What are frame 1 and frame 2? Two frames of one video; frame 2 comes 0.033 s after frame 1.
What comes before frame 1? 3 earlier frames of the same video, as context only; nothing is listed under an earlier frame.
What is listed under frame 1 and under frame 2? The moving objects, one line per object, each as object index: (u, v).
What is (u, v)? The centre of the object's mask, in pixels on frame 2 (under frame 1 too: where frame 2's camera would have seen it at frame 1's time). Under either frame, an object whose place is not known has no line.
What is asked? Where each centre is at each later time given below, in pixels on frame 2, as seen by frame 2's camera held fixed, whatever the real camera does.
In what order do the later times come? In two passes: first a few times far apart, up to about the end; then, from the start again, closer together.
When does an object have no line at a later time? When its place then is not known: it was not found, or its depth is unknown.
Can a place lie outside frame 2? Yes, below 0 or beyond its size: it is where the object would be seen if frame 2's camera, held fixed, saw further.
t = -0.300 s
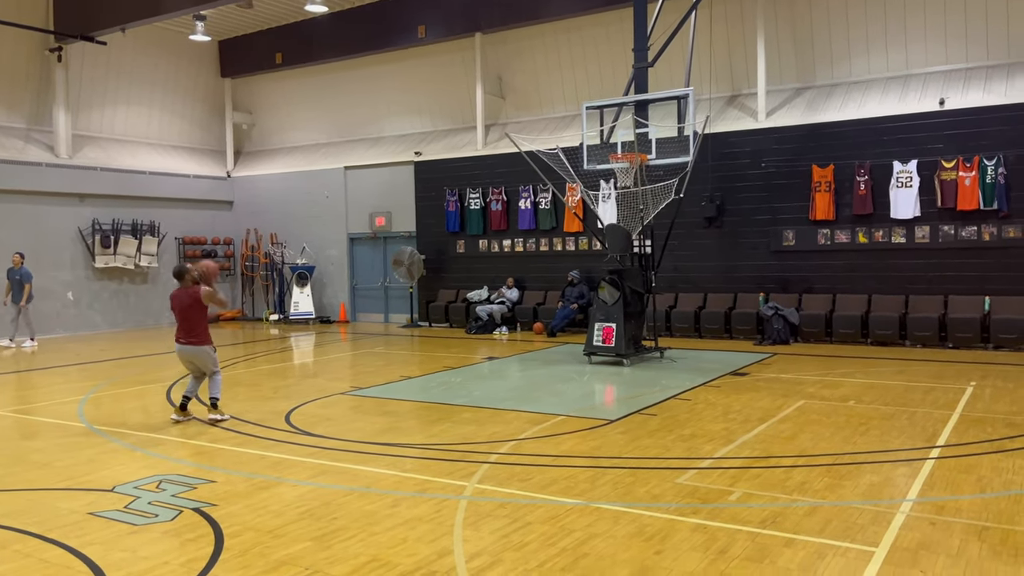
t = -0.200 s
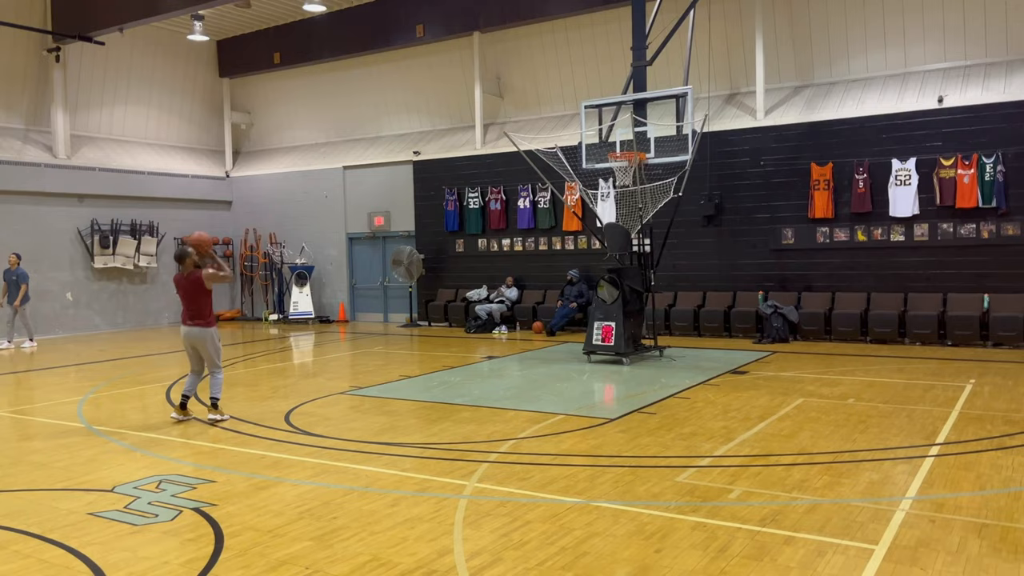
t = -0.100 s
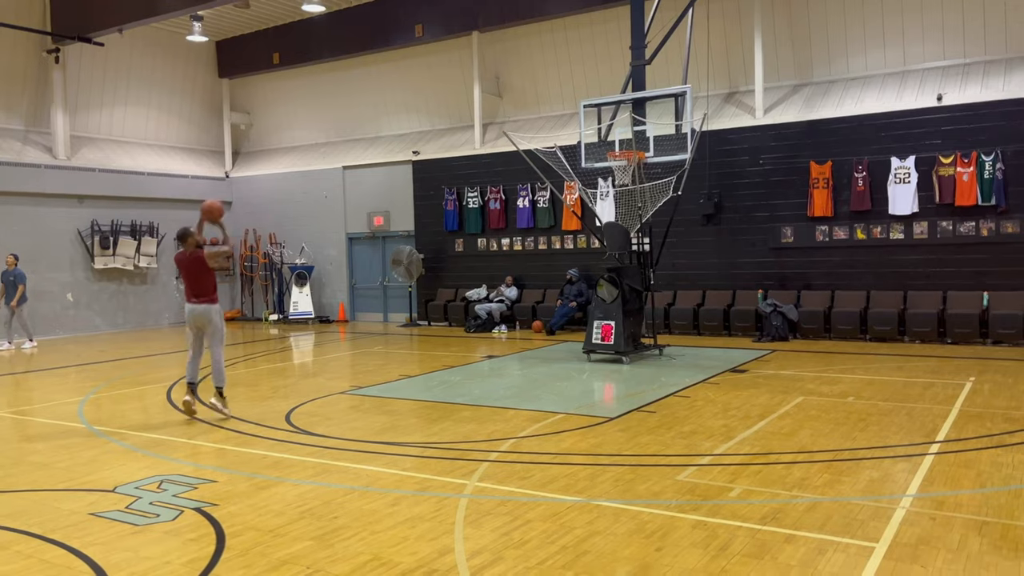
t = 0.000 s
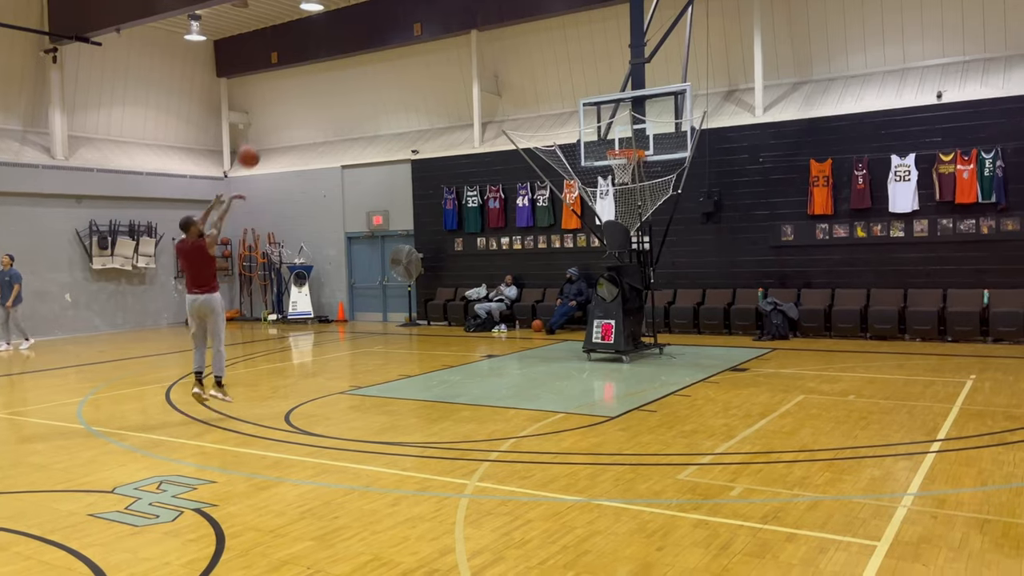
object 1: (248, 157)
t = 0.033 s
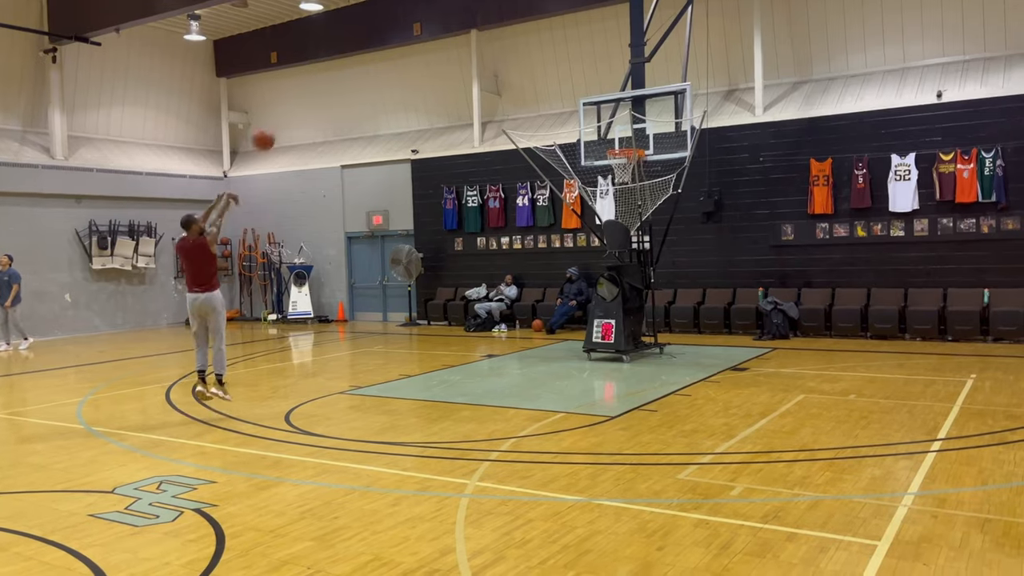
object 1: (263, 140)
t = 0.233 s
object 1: (348, 65)
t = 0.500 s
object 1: (445, 28)
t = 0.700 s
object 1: (509, 40)
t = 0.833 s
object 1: (549, 62)
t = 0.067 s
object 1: (278, 125)
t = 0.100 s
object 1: (292, 110)
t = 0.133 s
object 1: (307, 97)
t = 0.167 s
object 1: (321, 85)
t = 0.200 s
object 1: (335, 75)
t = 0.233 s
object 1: (348, 65)
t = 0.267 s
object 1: (361, 57)
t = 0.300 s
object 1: (374, 49)
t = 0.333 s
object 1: (387, 44)
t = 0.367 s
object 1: (399, 39)
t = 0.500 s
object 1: (445, 28)
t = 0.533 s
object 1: (457, 28)
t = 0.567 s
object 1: (468, 29)
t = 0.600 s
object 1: (479, 30)
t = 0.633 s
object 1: (489, 33)
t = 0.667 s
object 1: (499, 36)
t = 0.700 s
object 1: (509, 40)
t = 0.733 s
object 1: (519, 44)
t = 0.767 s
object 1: (529, 50)
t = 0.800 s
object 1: (539, 55)
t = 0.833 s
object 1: (549, 62)
